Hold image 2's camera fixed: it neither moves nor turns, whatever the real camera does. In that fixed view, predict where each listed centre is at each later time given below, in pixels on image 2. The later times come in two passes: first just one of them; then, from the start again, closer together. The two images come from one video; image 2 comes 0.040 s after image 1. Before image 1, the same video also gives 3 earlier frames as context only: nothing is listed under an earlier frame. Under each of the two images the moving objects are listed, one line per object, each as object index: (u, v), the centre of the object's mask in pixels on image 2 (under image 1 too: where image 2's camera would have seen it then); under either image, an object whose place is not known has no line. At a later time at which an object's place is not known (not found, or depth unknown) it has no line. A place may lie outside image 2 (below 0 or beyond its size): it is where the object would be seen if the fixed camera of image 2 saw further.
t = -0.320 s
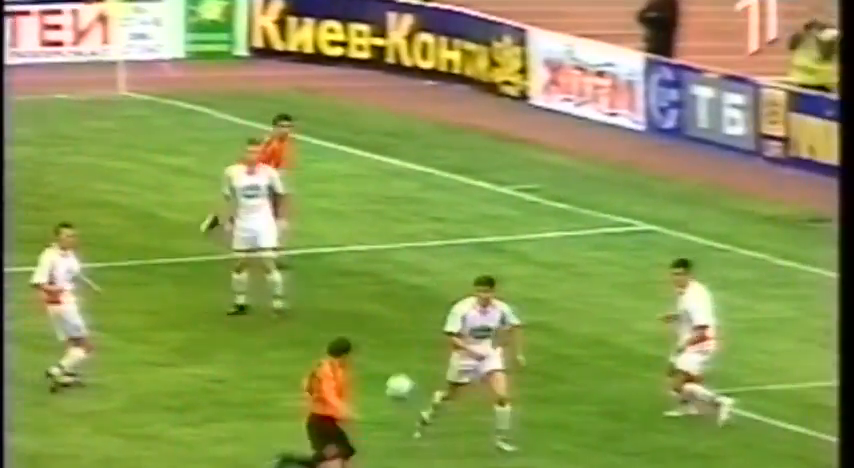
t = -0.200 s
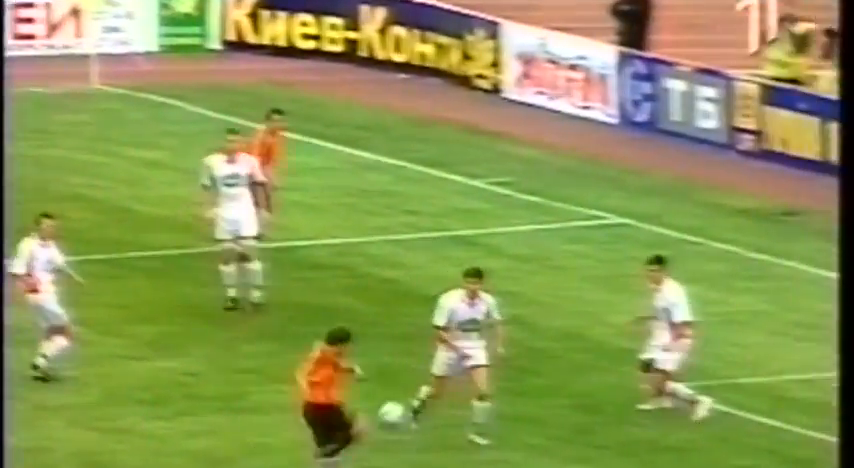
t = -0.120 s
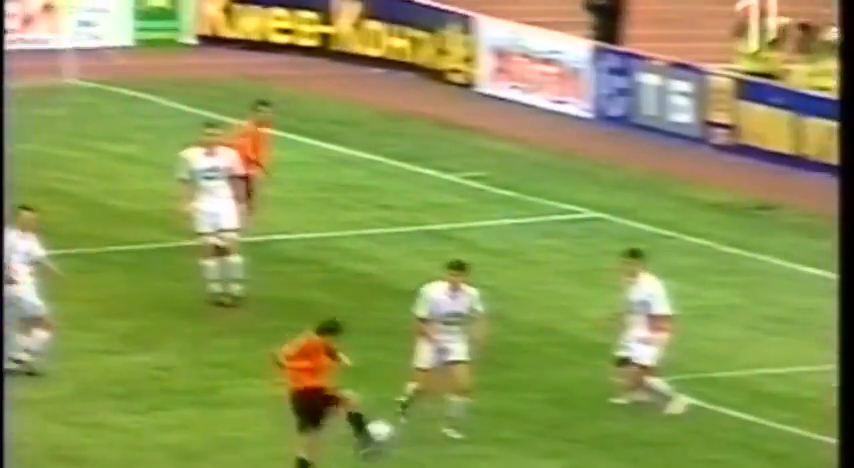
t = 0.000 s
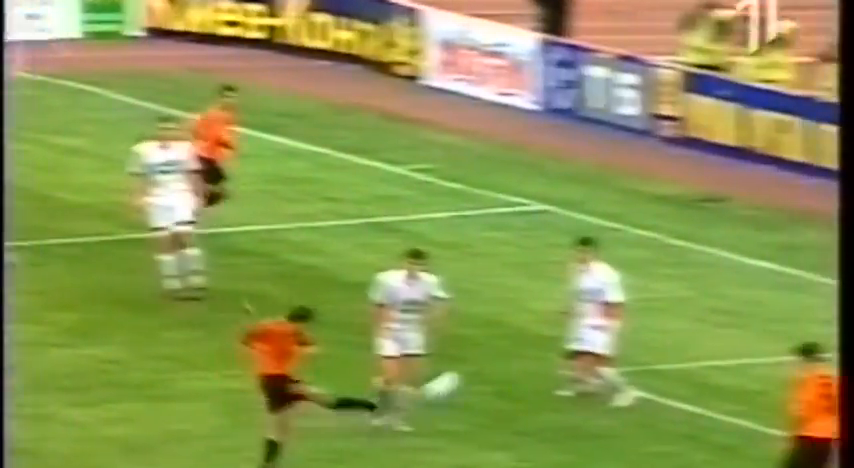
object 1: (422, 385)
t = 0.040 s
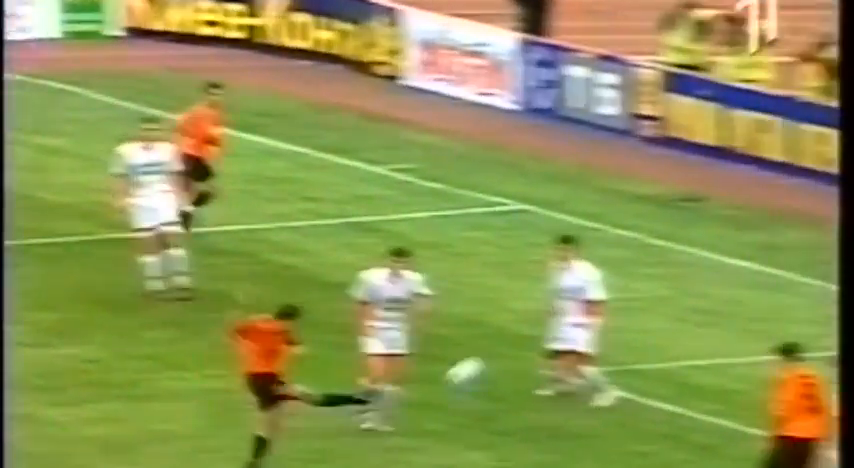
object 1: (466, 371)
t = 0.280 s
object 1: (710, 303)
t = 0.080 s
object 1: (507, 357)
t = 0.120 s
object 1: (542, 346)
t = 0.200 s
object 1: (630, 321)
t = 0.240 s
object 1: (670, 312)
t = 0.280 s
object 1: (710, 303)
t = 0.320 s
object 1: (751, 294)
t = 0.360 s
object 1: (792, 286)
